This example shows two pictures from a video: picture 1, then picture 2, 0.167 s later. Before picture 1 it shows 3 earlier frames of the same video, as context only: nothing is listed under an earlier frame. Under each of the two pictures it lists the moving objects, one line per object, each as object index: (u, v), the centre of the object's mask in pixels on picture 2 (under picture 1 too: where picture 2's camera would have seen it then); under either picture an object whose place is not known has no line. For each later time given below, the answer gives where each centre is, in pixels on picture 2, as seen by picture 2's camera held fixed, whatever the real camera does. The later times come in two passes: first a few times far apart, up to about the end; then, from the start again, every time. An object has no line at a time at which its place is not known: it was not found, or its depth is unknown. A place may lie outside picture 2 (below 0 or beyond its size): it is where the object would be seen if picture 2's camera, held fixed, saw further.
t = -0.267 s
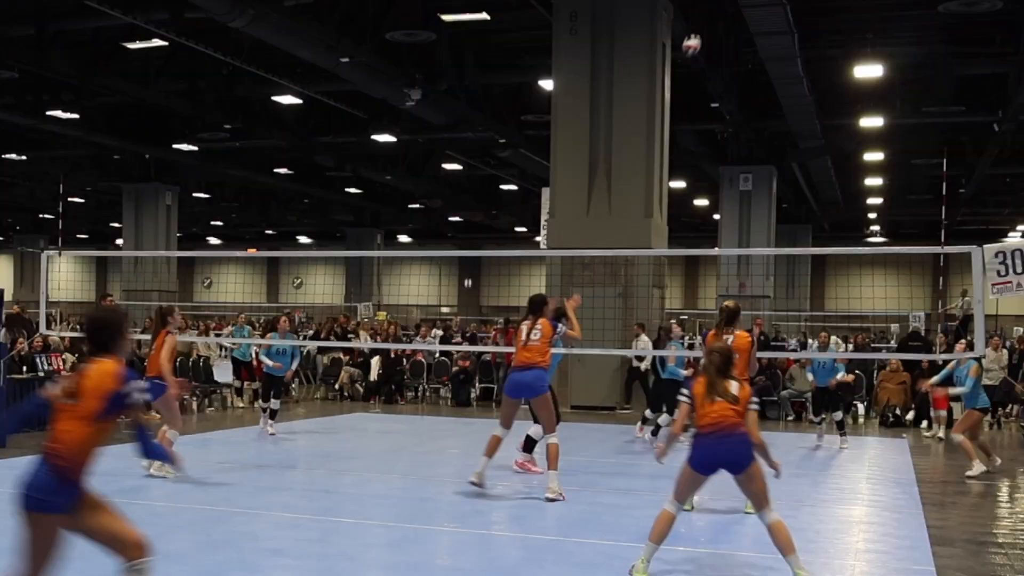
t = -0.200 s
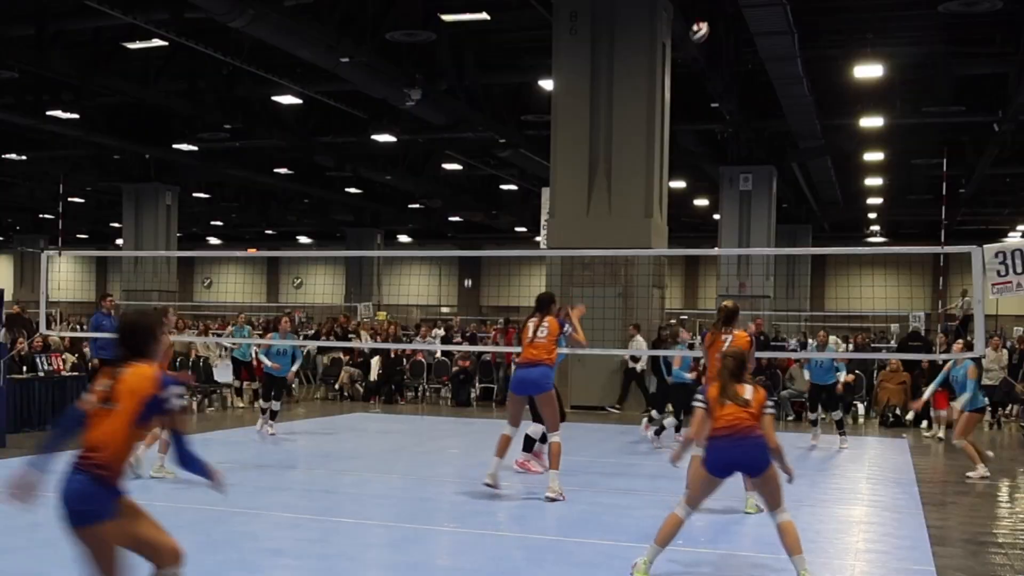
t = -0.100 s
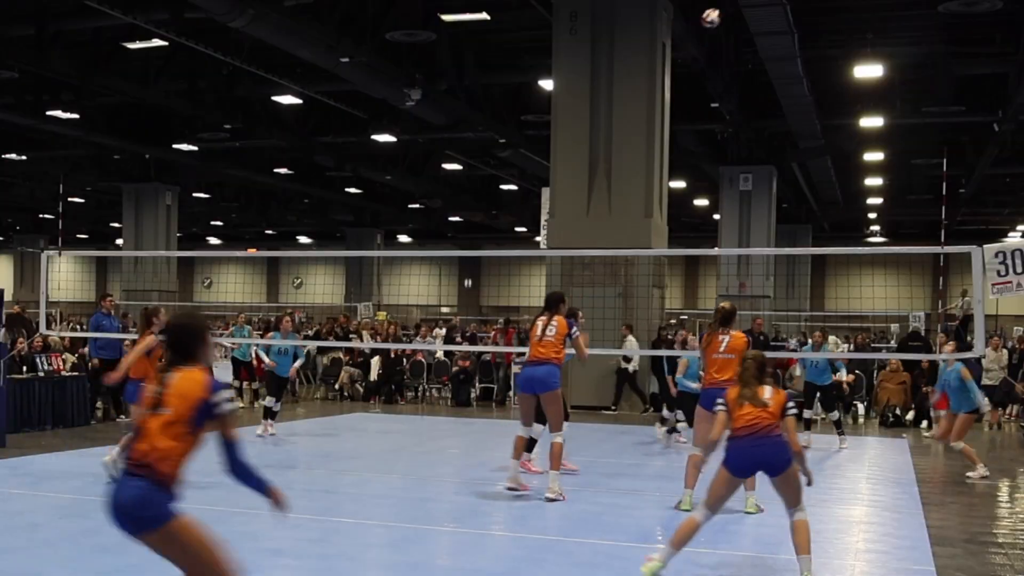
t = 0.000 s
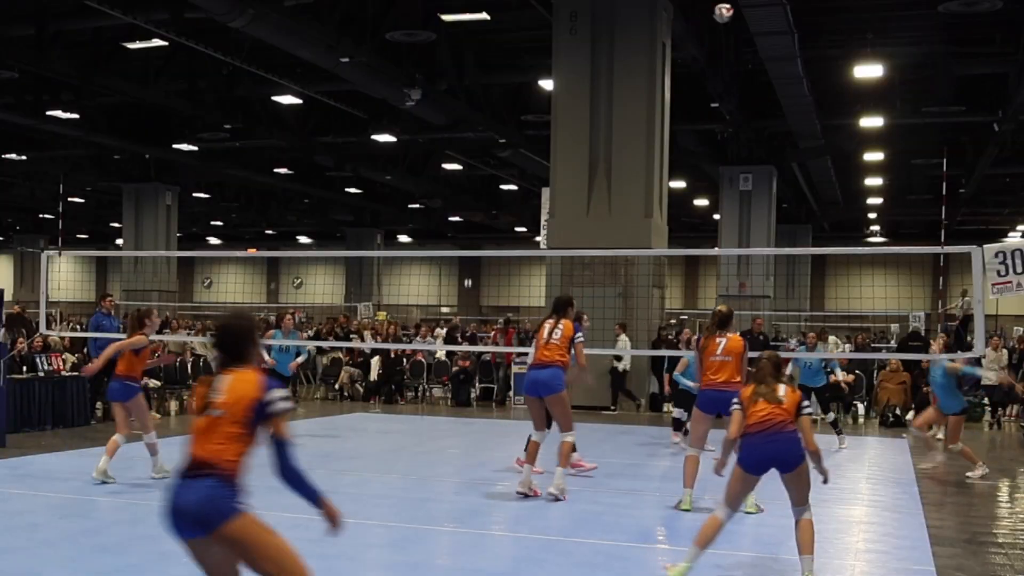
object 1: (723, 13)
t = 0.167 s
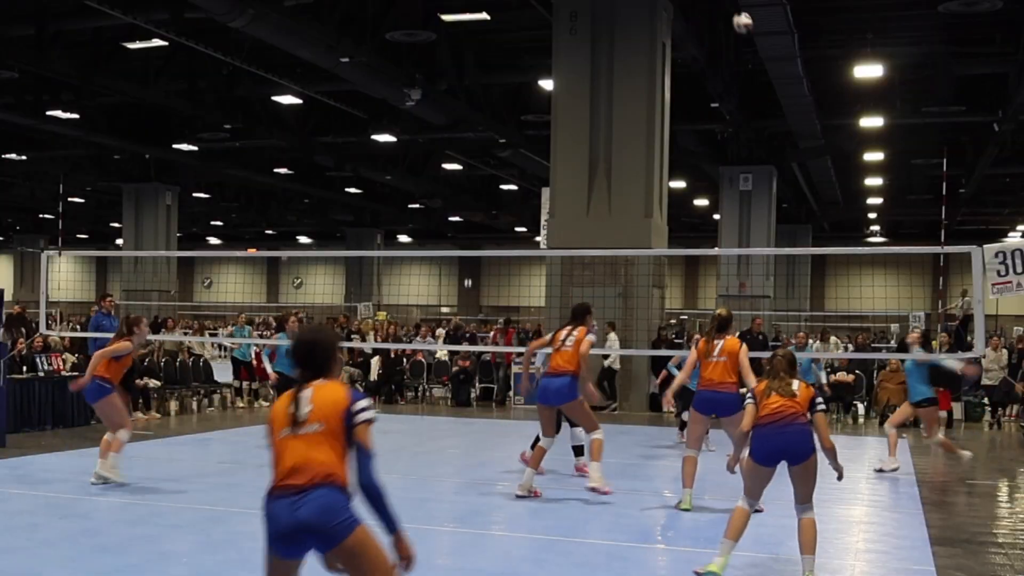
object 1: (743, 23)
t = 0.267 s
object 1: (753, 40)
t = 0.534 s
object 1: (785, 133)
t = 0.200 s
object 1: (746, 28)
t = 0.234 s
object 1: (750, 33)
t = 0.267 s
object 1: (753, 40)
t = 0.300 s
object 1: (757, 48)
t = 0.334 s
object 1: (761, 58)
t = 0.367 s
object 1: (765, 67)
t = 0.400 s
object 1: (770, 79)
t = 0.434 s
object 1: (773, 91)
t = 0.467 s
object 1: (777, 104)
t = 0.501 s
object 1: (781, 118)
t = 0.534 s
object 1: (785, 133)
